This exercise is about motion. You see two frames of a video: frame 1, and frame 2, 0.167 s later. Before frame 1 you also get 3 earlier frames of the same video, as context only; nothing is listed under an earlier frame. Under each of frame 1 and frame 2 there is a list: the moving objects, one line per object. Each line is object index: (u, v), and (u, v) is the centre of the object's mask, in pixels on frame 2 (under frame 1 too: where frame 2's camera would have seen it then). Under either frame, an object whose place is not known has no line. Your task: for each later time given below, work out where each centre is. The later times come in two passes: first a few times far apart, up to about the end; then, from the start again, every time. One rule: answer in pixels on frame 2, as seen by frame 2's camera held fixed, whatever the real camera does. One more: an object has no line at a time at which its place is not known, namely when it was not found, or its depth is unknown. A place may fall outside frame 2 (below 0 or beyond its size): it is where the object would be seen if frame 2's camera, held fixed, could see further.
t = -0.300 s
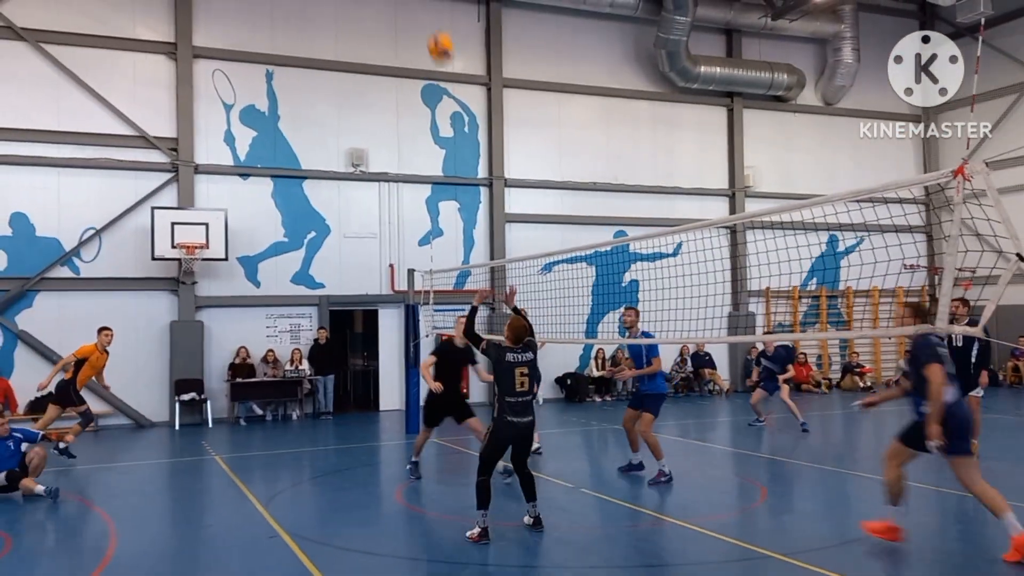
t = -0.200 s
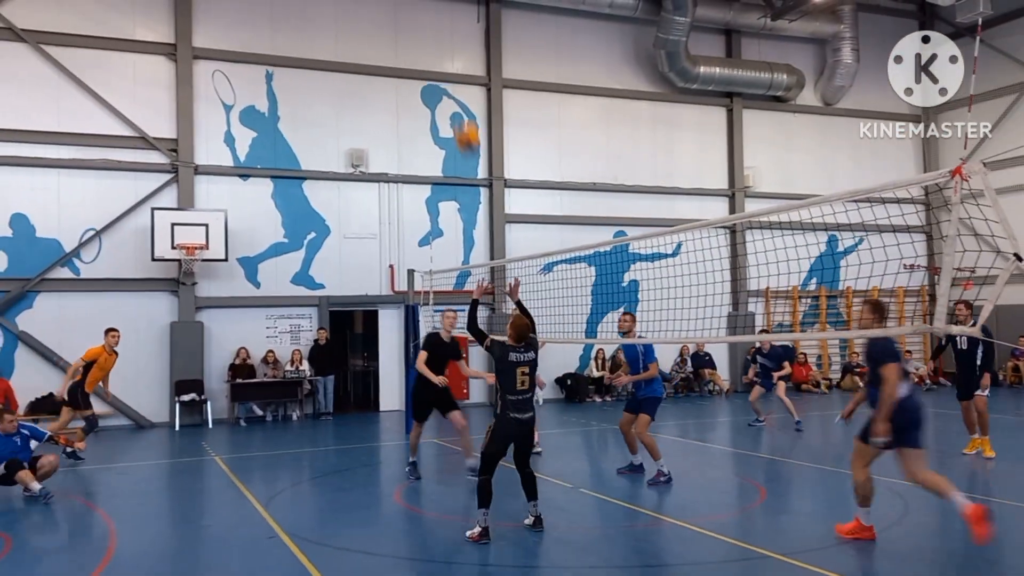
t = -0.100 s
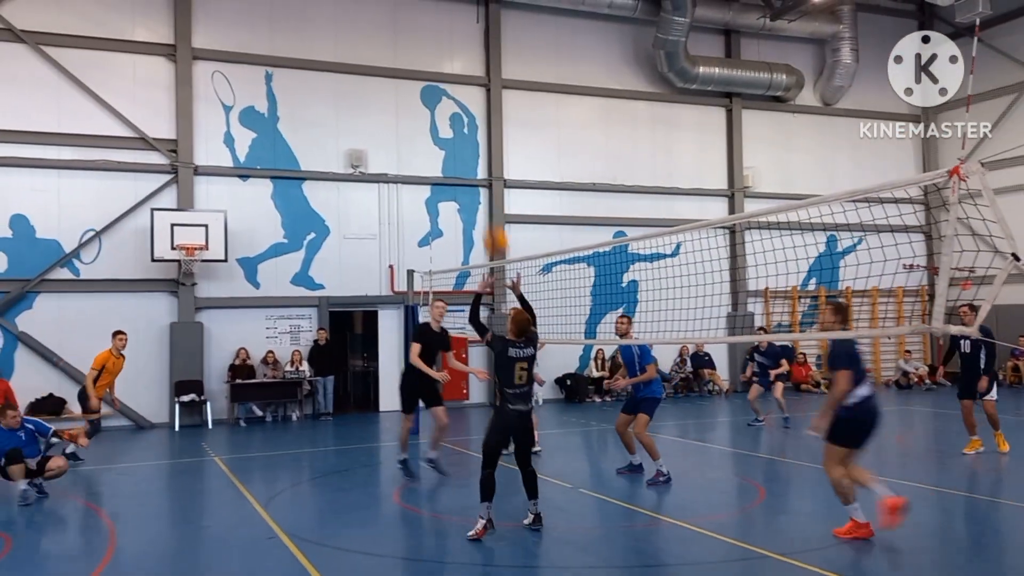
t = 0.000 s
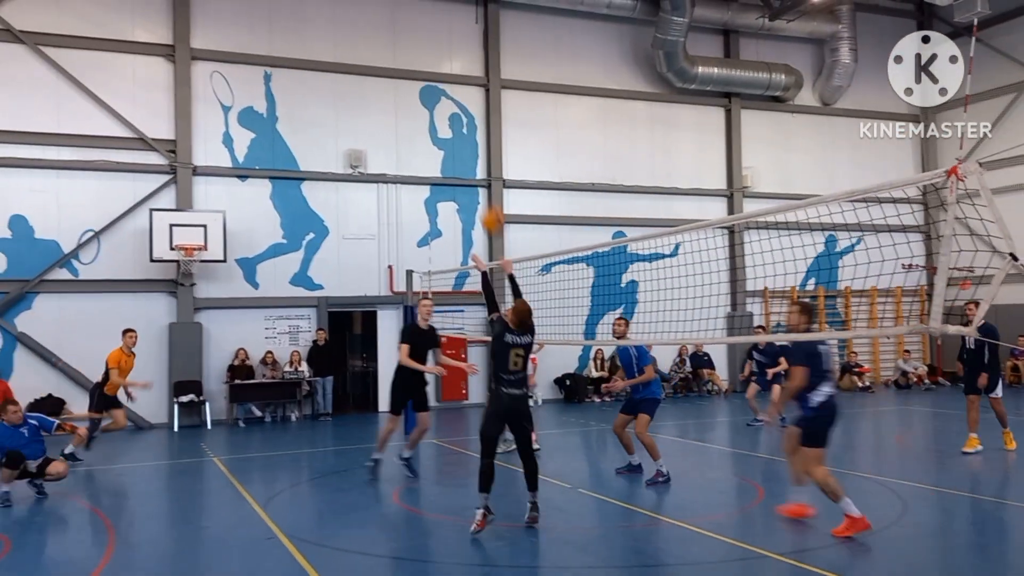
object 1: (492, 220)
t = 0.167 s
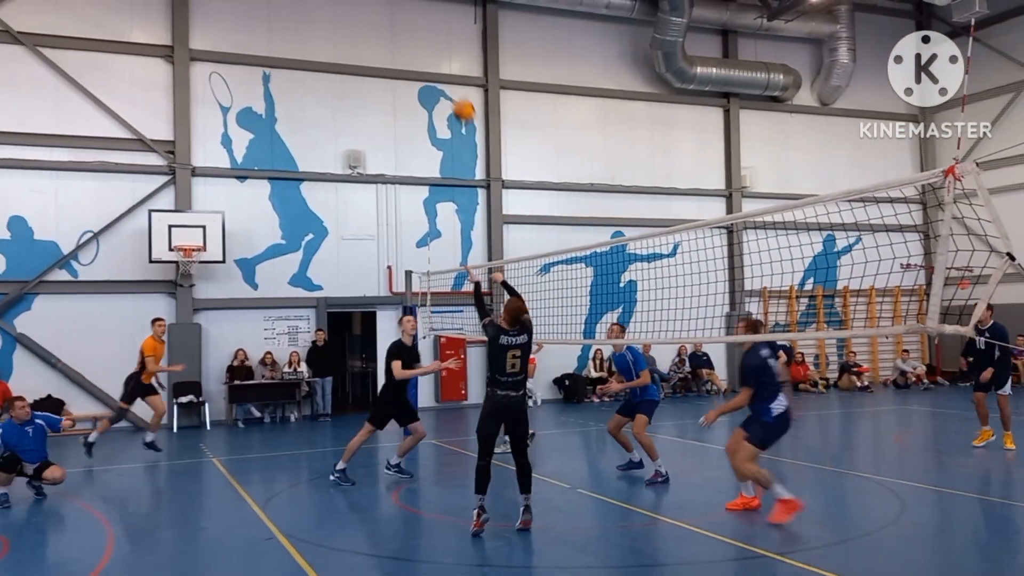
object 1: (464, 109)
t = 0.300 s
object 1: (444, 55)
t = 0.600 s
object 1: (410, 11)
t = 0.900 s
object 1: (387, 49)
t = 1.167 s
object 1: (372, 130)
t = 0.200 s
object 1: (459, 94)
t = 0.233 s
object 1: (454, 79)
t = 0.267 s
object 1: (449, 66)
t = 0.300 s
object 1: (444, 55)
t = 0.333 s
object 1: (440, 45)
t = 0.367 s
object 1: (436, 37)
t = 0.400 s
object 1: (432, 30)
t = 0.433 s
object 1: (428, 24)
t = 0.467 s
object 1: (424, 20)
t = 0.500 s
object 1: (420, 16)
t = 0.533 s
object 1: (417, 13)
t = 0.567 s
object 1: (413, 11)
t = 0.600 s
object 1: (410, 11)
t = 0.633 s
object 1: (407, 12)
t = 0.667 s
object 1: (404, 14)
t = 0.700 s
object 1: (401, 16)
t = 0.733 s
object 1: (398, 19)
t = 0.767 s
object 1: (396, 24)
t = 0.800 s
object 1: (394, 29)
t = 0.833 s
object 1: (391, 35)
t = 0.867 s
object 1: (389, 42)
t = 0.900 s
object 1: (387, 49)
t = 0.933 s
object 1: (385, 56)
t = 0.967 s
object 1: (383, 65)
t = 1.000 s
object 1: (380, 74)
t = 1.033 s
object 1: (379, 85)
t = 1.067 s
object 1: (377, 95)
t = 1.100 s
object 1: (375, 106)
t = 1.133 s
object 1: (374, 117)
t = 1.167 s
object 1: (372, 130)
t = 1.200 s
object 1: (370, 142)
